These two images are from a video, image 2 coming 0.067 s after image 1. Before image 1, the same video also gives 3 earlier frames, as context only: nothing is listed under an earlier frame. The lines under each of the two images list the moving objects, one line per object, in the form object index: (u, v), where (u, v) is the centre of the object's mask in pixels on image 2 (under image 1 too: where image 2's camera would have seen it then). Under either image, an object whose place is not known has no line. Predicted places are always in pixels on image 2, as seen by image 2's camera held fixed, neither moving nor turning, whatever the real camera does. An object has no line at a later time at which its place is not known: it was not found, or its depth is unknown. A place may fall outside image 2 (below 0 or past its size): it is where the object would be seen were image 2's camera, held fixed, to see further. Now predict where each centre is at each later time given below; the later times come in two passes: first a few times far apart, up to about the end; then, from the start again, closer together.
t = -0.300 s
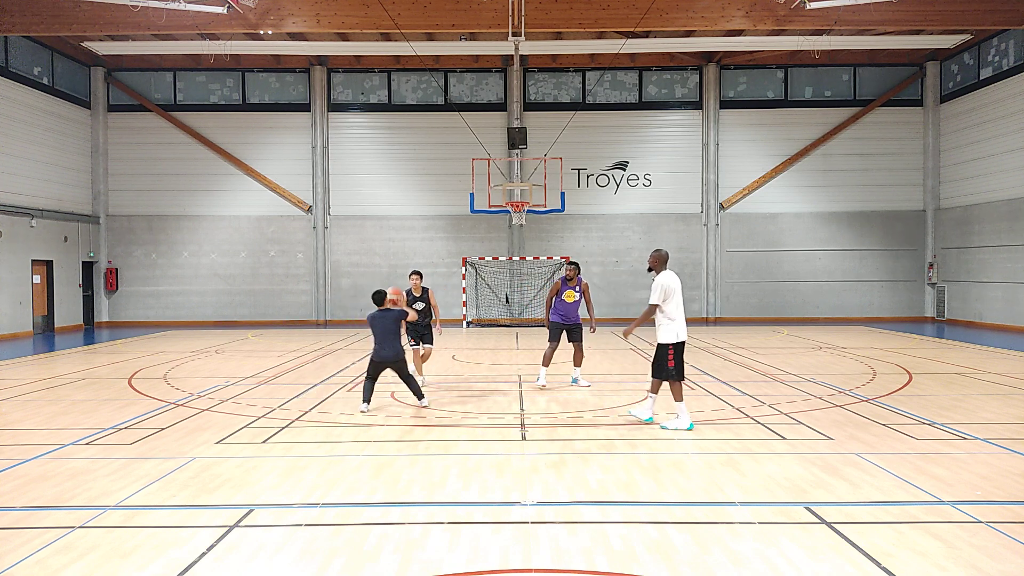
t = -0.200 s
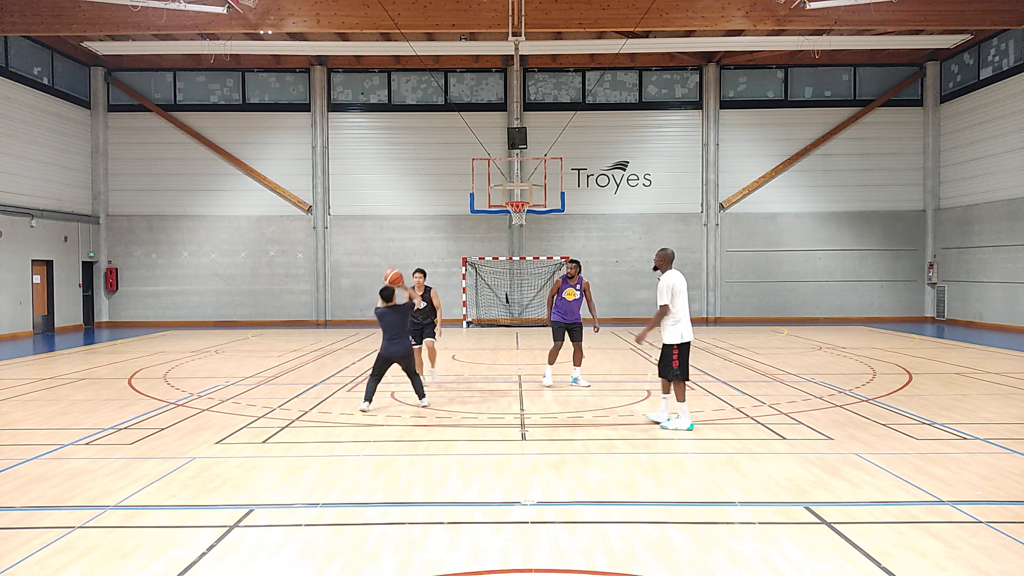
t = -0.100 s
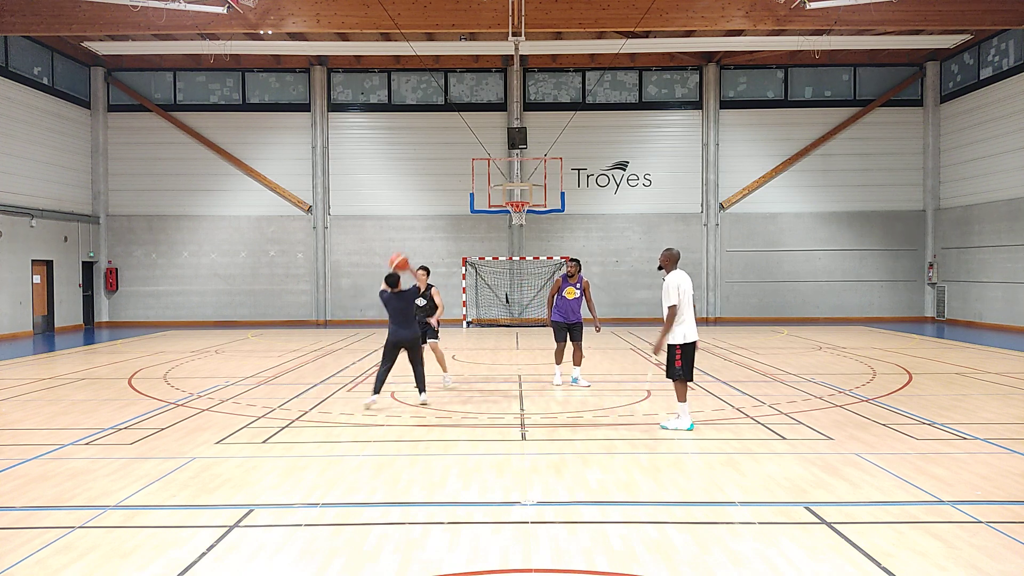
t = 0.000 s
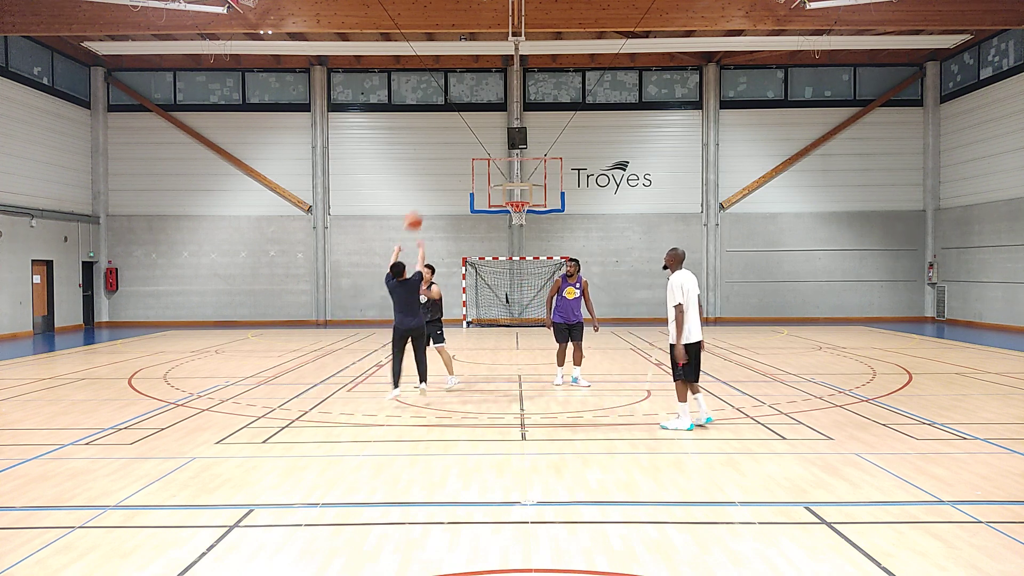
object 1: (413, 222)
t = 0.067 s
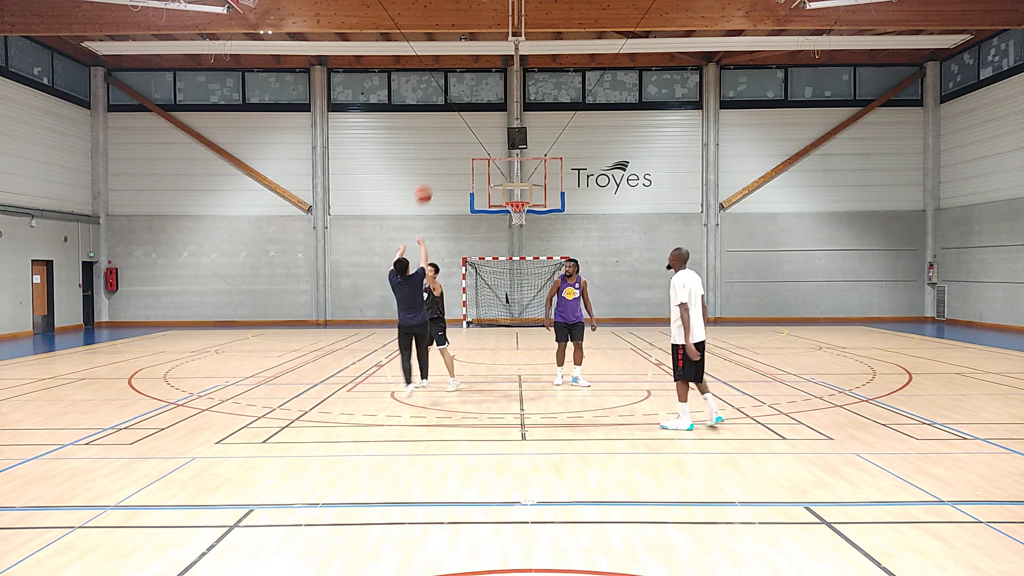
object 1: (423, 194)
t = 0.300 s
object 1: (453, 137)
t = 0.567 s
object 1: (480, 124)
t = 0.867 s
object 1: (506, 158)
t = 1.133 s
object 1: (522, 184)
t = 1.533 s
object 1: (541, 178)
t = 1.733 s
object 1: (551, 206)
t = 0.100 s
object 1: (428, 183)
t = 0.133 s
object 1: (432, 173)
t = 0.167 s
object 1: (436, 164)
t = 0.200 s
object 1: (441, 157)
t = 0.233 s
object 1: (445, 149)
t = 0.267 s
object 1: (448, 144)
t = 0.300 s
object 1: (453, 137)
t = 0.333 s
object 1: (456, 133)
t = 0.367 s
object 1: (460, 130)
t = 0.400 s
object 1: (464, 127)
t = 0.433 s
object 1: (468, 125)
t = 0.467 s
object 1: (471, 124)
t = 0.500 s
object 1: (475, 123)
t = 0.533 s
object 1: (478, 124)
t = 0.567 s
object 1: (480, 124)
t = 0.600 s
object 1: (483, 126)
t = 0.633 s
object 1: (487, 128)
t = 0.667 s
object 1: (490, 130)
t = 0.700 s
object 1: (492, 134)
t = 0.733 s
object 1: (496, 138)
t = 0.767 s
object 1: (498, 142)
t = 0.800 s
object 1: (501, 147)
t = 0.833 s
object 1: (503, 152)
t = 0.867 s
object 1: (506, 158)
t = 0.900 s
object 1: (509, 164)
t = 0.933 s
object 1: (511, 172)
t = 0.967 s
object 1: (513, 178)
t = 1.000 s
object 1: (515, 185)
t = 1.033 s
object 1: (517, 194)
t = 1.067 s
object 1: (519, 195)
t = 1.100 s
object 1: (520, 190)
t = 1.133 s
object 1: (522, 184)
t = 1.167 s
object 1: (524, 181)
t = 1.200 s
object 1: (525, 177)
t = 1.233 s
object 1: (527, 175)
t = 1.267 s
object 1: (528, 173)
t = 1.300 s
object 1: (530, 172)
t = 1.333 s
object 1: (531, 171)
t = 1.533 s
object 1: (541, 178)
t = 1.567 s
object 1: (543, 180)
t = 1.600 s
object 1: (545, 185)
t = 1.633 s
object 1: (546, 189)
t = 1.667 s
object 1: (548, 194)
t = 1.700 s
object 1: (550, 200)
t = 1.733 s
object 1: (551, 206)
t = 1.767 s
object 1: (553, 212)
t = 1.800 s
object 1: (555, 220)
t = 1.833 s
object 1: (557, 228)
